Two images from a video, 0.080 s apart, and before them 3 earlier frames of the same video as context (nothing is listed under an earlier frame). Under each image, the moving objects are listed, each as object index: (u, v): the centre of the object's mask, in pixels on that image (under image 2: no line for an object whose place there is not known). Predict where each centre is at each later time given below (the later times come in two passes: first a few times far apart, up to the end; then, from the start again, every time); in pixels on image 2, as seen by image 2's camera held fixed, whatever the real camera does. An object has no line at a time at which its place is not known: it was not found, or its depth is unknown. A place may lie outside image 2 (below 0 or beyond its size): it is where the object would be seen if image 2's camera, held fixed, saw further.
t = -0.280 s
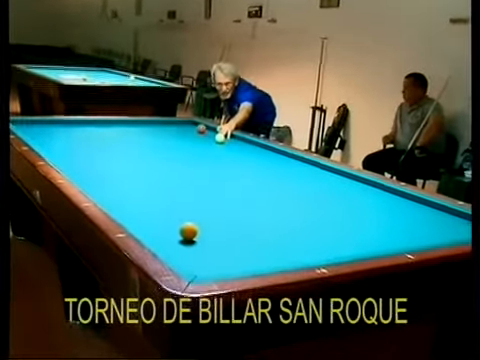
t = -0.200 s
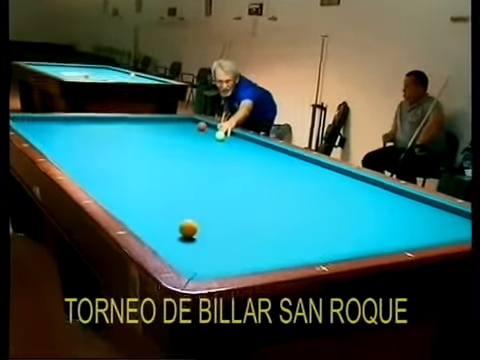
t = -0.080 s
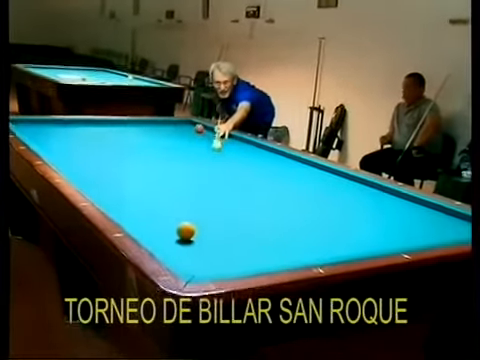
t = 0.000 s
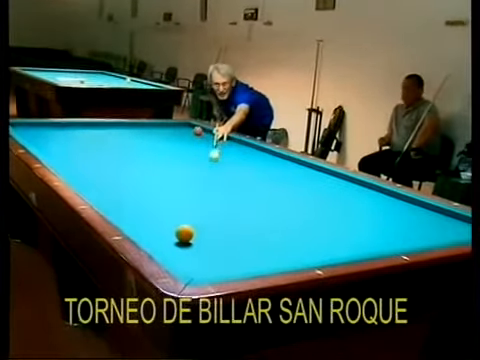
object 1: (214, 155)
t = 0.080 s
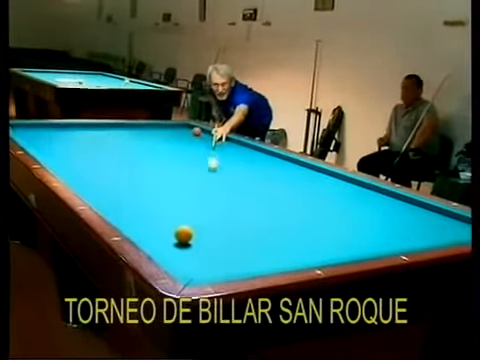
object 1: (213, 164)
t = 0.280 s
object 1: (208, 188)
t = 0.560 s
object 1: (208, 237)
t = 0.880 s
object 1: (182, 247)
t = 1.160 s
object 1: (150, 221)
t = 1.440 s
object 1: (150, 202)
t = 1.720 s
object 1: (148, 187)
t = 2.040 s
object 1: (147, 173)
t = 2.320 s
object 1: (146, 162)
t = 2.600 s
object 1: (145, 153)
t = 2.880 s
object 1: (144, 146)
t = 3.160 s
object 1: (144, 141)
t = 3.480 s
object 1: (140, 135)
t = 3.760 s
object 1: (133, 129)
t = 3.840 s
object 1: (130, 128)
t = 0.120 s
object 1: (212, 168)
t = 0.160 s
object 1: (211, 172)
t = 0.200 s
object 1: (210, 177)
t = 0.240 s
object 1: (209, 183)
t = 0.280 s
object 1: (208, 188)
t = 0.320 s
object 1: (207, 192)
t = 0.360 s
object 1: (206, 199)
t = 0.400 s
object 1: (204, 206)
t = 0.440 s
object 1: (203, 212)
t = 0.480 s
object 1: (202, 220)
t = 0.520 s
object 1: (200, 229)
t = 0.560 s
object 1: (208, 237)
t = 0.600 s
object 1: (221, 243)
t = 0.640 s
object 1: (233, 251)
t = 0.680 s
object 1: (242, 260)
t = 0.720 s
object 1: (250, 263)
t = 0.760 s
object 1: (233, 263)
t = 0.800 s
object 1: (216, 258)
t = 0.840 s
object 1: (198, 250)
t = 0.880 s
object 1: (182, 247)
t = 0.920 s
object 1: (168, 243)
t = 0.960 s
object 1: (155, 238)
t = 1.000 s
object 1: (151, 235)
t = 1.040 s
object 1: (151, 232)
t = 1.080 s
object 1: (151, 226)
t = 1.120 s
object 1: (150, 223)
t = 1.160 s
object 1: (150, 221)
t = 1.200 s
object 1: (150, 217)
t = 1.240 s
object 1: (150, 215)
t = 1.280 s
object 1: (151, 212)
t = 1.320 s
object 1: (150, 210)
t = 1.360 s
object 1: (150, 207)
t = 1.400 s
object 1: (150, 204)
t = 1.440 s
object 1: (150, 202)
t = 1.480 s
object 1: (149, 199)
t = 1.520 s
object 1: (149, 197)
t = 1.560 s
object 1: (150, 195)
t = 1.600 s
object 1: (149, 193)
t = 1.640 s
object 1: (149, 191)
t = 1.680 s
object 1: (149, 188)
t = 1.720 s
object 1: (148, 187)
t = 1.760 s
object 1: (148, 185)
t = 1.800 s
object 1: (148, 183)
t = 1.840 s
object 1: (148, 181)
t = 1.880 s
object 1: (148, 180)
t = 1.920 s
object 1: (148, 178)
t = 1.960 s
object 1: (147, 176)
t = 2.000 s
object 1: (147, 174)
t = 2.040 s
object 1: (147, 173)
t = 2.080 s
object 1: (146, 171)
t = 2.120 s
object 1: (146, 170)
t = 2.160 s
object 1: (146, 168)
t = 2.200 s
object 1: (146, 167)
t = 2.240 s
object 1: (146, 165)
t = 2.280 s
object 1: (146, 164)
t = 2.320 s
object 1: (146, 162)
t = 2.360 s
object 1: (146, 161)
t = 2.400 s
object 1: (146, 160)
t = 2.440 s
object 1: (146, 158)
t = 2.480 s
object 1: (146, 157)
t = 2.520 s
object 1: (146, 155)
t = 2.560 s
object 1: (146, 154)
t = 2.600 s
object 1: (145, 153)
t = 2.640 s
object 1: (145, 152)
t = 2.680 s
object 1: (145, 151)
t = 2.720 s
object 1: (144, 150)
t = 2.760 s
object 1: (145, 149)
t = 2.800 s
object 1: (144, 148)
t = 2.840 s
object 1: (144, 147)
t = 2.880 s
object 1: (144, 146)
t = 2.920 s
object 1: (144, 145)
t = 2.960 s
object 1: (144, 145)
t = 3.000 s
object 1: (144, 144)
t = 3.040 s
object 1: (144, 143)
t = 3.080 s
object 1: (144, 142)
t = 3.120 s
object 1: (144, 141)
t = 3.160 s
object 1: (144, 141)
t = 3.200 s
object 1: (144, 141)
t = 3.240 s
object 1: (144, 139)
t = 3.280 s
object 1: (143, 138)
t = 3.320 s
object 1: (143, 138)
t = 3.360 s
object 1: (142, 137)
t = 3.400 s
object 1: (141, 136)
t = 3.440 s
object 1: (141, 135)
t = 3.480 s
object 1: (140, 135)
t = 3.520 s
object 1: (140, 134)
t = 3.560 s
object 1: (139, 133)
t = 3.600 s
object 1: (138, 132)
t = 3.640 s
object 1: (137, 131)
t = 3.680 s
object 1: (136, 130)
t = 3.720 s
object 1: (134, 129)
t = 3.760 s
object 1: (133, 129)
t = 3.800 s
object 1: (131, 128)
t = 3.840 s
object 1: (130, 128)
